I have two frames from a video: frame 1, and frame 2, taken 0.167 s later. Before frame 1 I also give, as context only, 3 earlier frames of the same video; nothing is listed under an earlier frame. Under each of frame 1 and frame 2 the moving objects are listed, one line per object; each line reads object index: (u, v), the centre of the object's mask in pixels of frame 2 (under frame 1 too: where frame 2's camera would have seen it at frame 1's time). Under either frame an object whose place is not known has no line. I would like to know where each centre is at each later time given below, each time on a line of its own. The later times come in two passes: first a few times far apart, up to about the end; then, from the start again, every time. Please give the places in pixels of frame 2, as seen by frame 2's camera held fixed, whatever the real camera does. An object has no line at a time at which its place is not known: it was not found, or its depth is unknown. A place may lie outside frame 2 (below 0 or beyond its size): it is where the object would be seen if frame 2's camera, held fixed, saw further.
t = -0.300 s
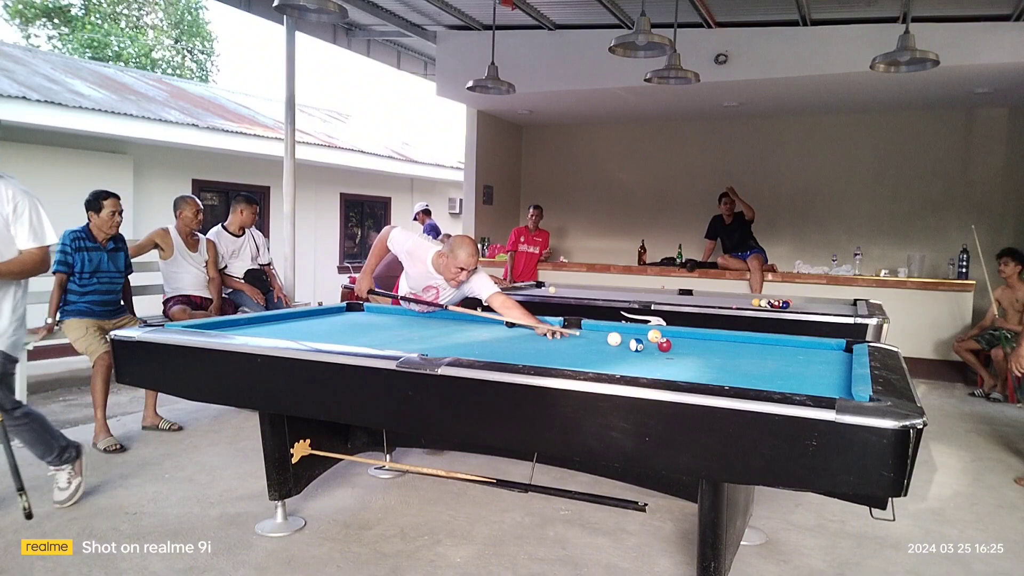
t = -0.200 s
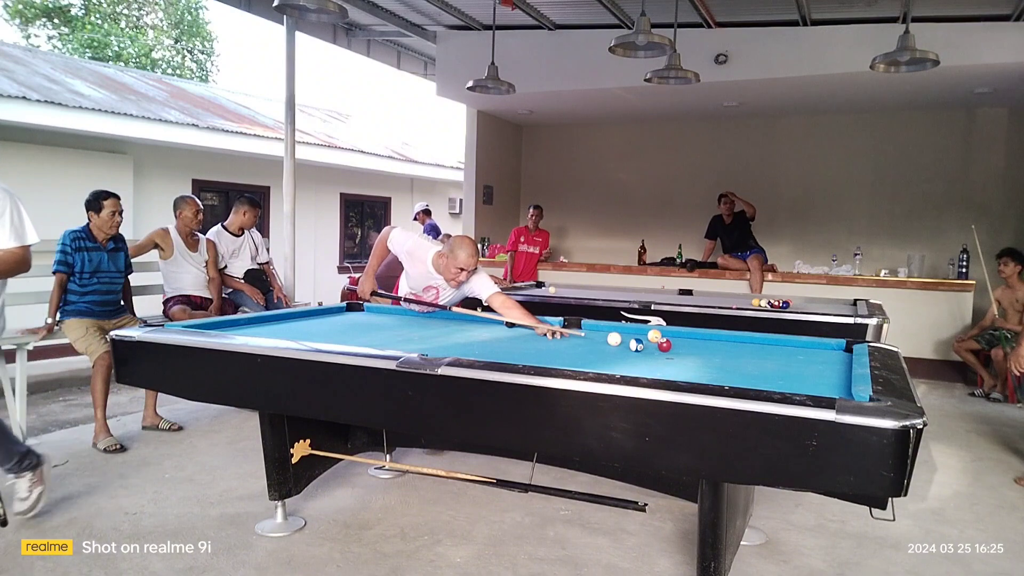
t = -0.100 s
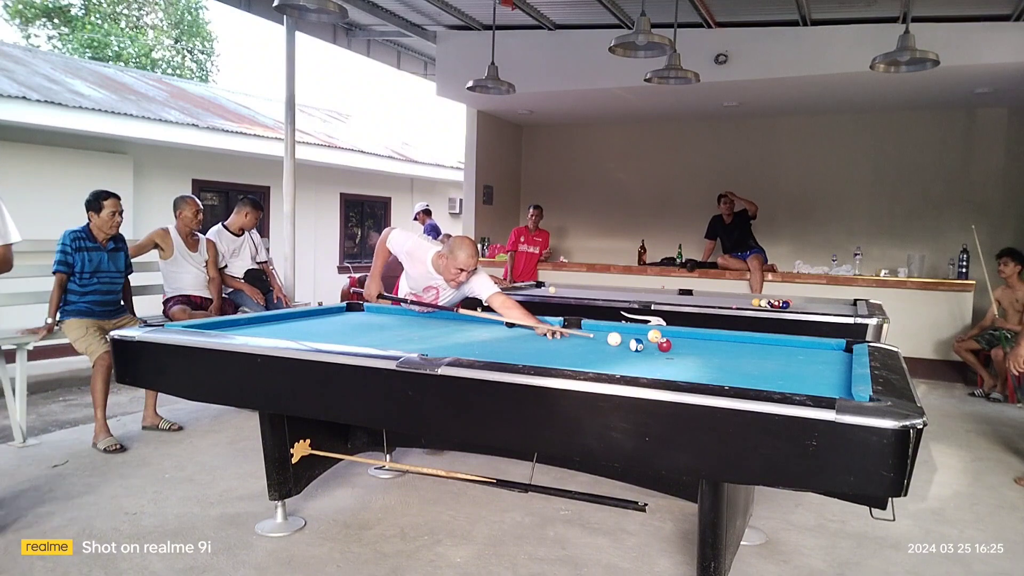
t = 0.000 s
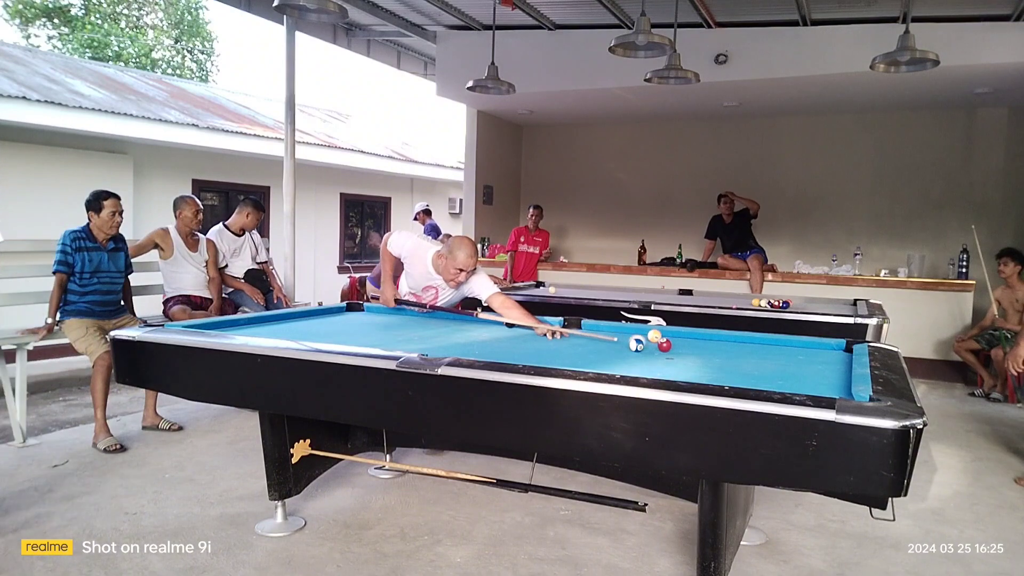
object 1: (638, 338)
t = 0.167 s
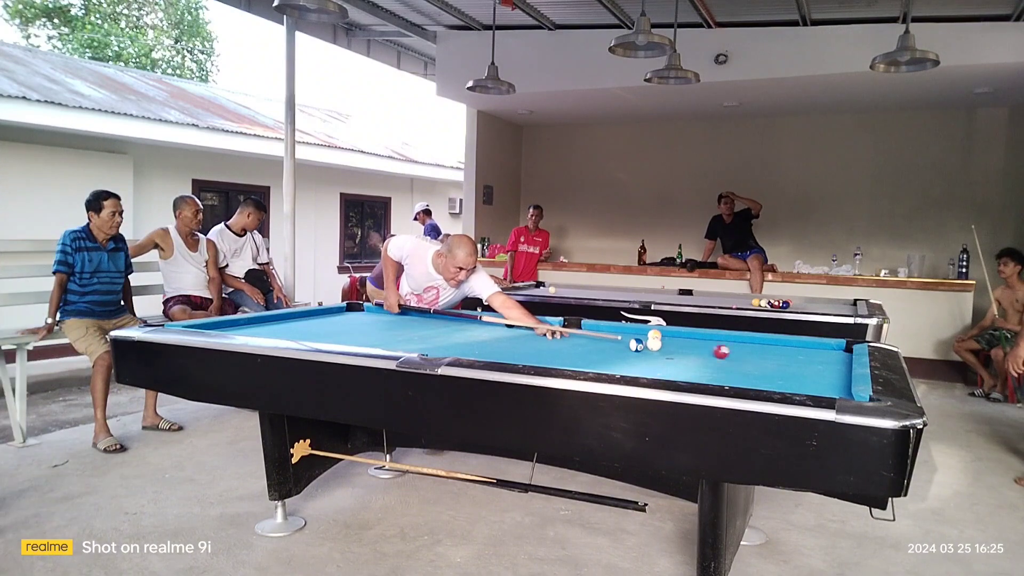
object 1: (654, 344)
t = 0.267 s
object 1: (656, 344)
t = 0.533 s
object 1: (659, 344)
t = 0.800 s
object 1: (661, 345)
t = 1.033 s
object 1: (662, 345)
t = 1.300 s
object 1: (661, 345)
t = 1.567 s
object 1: (661, 345)
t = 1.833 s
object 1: (661, 345)
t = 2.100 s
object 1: (661, 345)
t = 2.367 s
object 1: (662, 345)
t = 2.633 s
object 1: (661, 345)
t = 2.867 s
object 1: (661, 345)
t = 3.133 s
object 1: (661, 345)
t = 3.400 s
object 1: (661, 344)
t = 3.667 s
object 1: (661, 344)
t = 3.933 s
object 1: (661, 344)
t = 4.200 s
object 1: (661, 344)
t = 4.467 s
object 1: (661, 344)
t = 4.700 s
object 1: (661, 344)
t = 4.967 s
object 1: (661, 344)
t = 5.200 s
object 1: (661, 344)
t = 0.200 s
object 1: (654, 344)
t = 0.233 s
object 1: (655, 344)
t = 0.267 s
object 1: (656, 344)
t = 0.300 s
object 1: (656, 344)
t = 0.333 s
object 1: (657, 344)
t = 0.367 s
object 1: (657, 344)
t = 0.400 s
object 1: (657, 344)
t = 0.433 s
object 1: (658, 344)
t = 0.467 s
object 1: (658, 344)
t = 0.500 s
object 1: (658, 344)
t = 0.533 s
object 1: (659, 344)
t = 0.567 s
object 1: (659, 344)
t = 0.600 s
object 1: (659, 344)
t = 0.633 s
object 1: (660, 344)
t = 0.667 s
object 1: (660, 345)
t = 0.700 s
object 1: (660, 344)
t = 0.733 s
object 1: (660, 345)
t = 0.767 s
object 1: (661, 345)
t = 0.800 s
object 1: (661, 345)
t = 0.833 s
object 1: (661, 345)
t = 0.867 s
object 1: (661, 345)
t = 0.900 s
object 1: (661, 345)
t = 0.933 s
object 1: (661, 345)
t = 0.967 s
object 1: (661, 345)
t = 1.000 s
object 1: (661, 345)
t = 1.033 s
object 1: (662, 345)
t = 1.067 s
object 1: (662, 345)
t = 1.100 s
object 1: (662, 345)
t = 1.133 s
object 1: (662, 345)
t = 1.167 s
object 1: (662, 345)
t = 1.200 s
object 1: (662, 345)
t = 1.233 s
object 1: (662, 345)
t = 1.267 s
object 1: (661, 345)
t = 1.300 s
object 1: (661, 345)
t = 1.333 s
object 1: (661, 345)
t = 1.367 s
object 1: (661, 343)
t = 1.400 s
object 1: (661, 343)
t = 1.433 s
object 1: (662, 344)
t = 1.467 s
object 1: (661, 345)
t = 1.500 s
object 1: (661, 345)
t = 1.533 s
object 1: (661, 345)
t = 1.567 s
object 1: (661, 345)
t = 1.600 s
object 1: (661, 345)
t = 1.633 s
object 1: (661, 345)
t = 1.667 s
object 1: (661, 345)
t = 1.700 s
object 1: (661, 345)
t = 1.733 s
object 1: (661, 345)
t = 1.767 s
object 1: (661, 345)
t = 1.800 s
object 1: (661, 345)
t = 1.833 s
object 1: (661, 345)
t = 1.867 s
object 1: (661, 345)
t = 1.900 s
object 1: (661, 345)
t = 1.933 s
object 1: (662, 345)
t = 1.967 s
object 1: (661, 345)
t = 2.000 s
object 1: (662, 345)
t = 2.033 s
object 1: (661, 345)
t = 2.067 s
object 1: (661, 345)
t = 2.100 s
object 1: (661, 345)
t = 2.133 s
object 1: (661, 345)
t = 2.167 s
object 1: (661, 345)
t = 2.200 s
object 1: (662, 345)
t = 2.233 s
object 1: (661, 345)
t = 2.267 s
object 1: (662, 345)
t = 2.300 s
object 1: (661, 345)
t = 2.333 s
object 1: (661, 345)
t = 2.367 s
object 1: (662, 345)
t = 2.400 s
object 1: (661, 345)
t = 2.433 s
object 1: (661, 345)
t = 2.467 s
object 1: (662, 345)
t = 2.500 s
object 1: (661, 345)
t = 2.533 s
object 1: (662, 345)
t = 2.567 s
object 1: (661, 345)
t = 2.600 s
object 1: (661, 345)
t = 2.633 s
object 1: (661, 345)
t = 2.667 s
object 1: (661, 345)
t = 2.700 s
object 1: (661, 345)
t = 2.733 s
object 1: (661, 345)
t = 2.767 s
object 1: (661, 345)
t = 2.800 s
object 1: (661, 345)
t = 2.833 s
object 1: (661, 345)
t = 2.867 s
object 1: (661, 345)
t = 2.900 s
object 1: (661, 345)
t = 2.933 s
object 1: (661, 345)
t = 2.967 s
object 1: (661, 345)
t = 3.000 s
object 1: (661, 345)
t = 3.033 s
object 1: (661, 345)
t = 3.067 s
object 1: (661, 345)
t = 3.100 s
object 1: (661, 345)
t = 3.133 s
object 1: (661, 345)
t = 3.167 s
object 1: (661, 345)
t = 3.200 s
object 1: (661, 344)
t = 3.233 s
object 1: (661, 344)
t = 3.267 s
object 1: (661, 345)
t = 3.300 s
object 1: (661, 344)
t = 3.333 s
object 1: (661, 344)
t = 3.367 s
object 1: (661, 344)
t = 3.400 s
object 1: (661, 344)
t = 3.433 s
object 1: (661, 344)
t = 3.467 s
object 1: (661, 344)
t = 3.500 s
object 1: (661, 344)
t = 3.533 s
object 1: (661, 344)
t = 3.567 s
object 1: (661, 344)
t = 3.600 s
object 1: (661, 344)
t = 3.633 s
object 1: (661, 344)
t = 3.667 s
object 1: (661, 344)
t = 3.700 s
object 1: (661, 344)
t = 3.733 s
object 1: (661, 344)
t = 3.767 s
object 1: (661, 344)
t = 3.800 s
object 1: (661, 344)
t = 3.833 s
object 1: (661, 344)
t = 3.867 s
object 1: (661, 344)
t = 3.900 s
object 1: (661, 344)
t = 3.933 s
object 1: (661, 344)
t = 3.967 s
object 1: (661, 344)
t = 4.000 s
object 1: (661, 344)
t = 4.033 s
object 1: (661, 344)
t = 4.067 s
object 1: (661, 344)
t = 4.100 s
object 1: (661, 344)
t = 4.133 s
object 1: (661, 344)
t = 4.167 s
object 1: (661, 344)
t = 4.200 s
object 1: (661, 344)
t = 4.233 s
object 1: (661, 344)
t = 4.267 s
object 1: (661, 344)
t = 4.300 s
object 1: (661, 344)
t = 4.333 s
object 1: (661, 344)
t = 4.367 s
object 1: (661, 344)
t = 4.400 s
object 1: (661, 344)
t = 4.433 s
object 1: (661, 344)
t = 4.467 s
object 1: (661, 344)
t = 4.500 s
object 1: (661, 344)
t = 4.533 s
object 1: (661, 344)
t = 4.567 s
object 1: (661, 344)
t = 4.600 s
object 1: (661, 344)
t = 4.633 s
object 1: (661, 344)
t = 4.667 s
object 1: (661, 344)
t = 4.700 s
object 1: (661, 344)
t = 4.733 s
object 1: (661, 344)
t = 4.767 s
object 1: (661, 344)
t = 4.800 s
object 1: (661, 344)
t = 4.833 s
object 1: (661, 344)
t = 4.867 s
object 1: (661, 344)
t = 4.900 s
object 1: (661, 344)
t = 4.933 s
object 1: (661, 344)
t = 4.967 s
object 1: (661, 344)
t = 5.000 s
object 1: (661, 344)
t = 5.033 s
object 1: (661, 344)
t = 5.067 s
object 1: (661, 344)
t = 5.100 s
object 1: (661, 344)
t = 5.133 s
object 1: (661, 344)
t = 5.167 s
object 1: (661, 344)
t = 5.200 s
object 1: (661, 344)
